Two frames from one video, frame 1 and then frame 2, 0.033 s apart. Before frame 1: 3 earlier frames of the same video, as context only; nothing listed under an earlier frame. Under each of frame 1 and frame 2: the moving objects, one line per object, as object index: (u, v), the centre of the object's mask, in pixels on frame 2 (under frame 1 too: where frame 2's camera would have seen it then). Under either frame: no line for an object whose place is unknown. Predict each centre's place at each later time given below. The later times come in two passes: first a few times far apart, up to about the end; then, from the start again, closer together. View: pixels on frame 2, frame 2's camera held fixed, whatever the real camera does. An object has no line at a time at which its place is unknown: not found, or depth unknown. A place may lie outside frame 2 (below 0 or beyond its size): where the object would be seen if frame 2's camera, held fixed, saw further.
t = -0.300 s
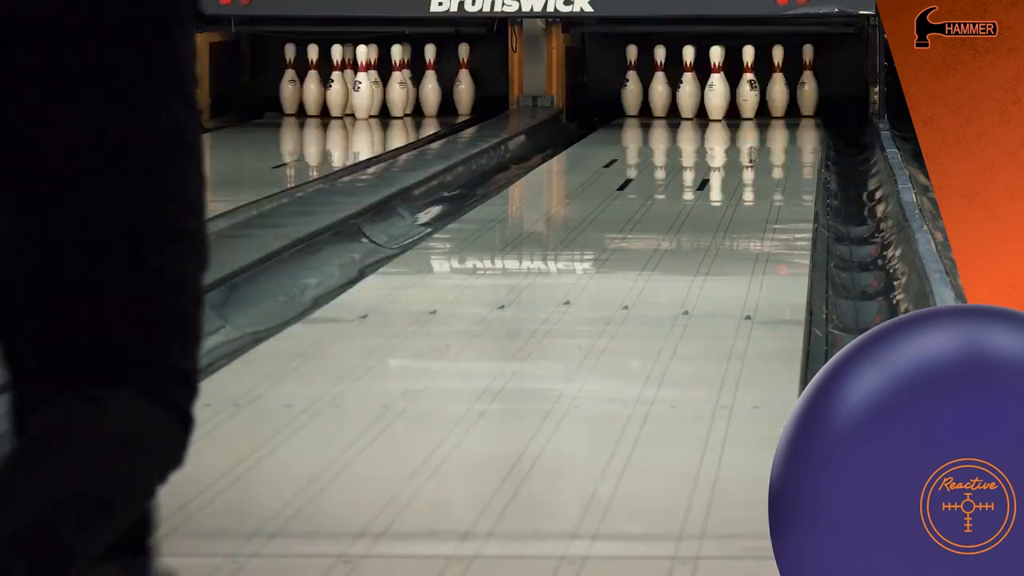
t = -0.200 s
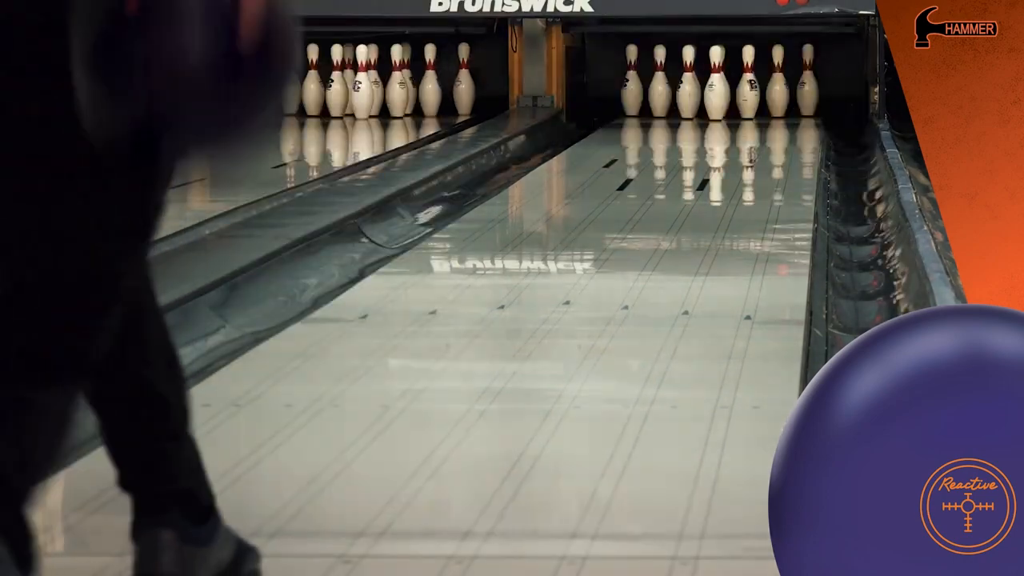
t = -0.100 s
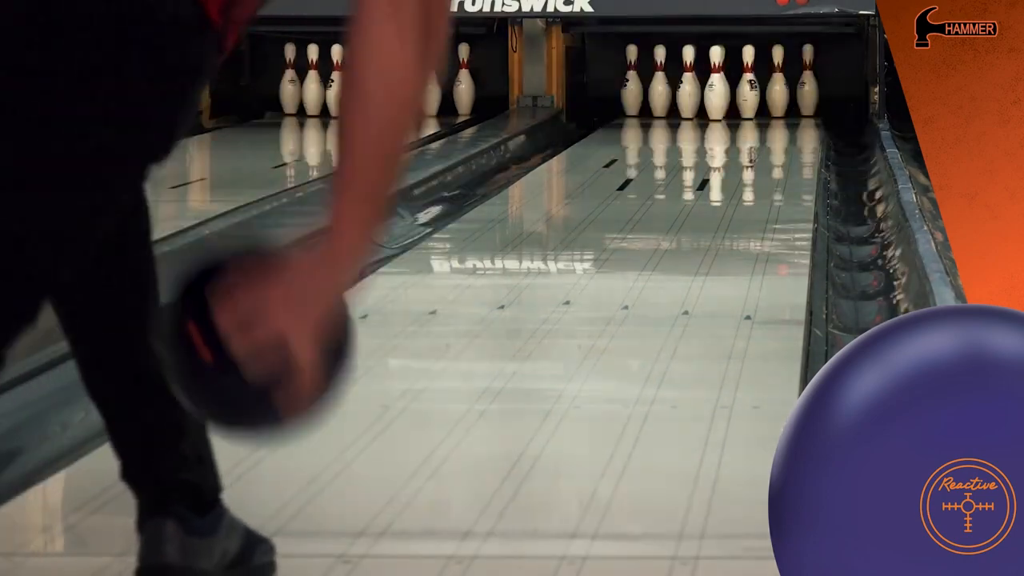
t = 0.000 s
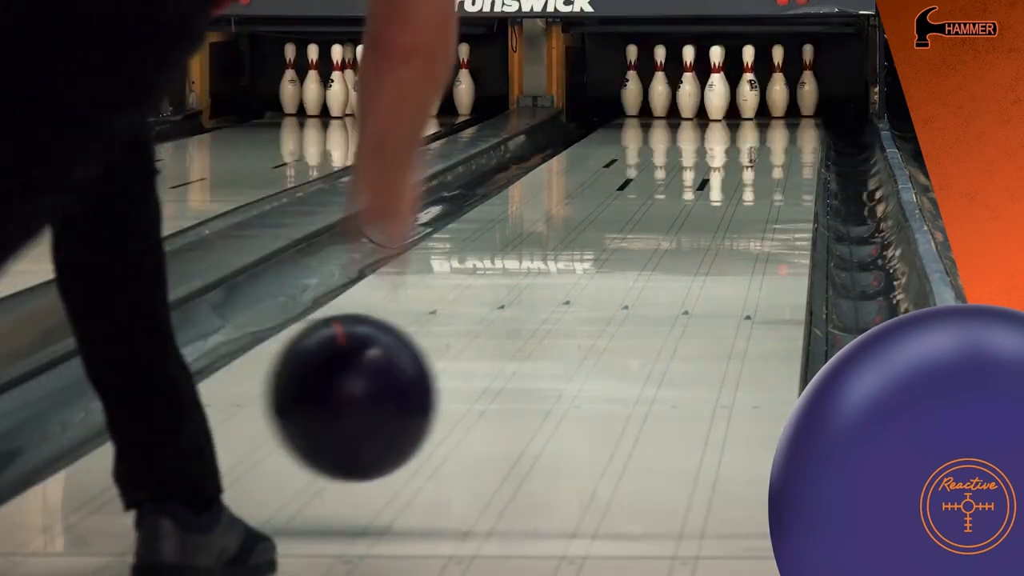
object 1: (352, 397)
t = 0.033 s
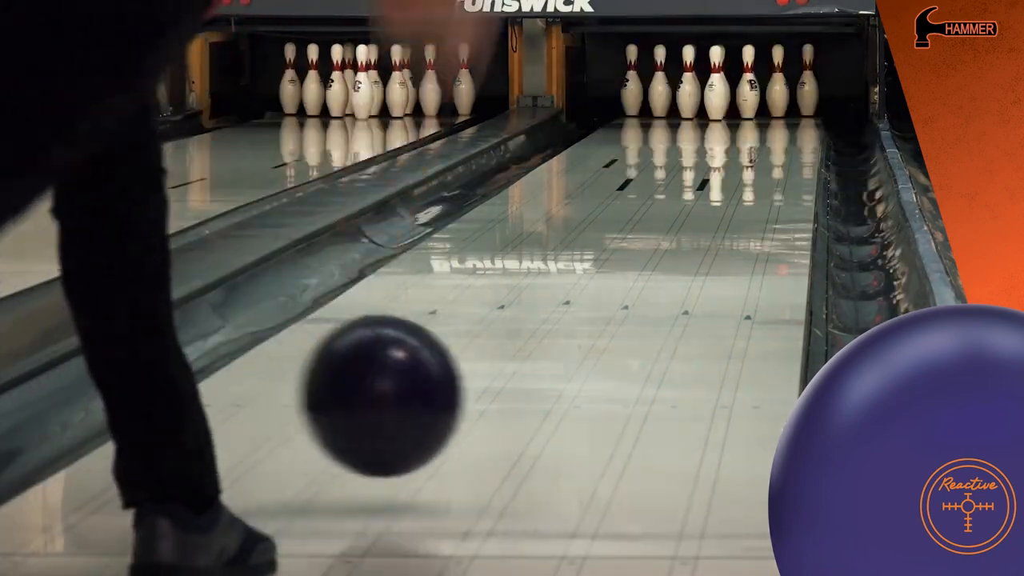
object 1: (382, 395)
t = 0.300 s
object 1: (549, 316)
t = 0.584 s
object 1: (649, 246)
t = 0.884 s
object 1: (712, 197)
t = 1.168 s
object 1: (751, 166)
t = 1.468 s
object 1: (774, 140)
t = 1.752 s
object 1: (777, 122)
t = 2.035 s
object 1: (760, 109)
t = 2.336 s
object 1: (732, 99)
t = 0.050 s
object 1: (396, 397)
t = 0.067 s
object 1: (410, 401)
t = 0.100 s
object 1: (435, 392)
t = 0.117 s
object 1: (447, 384)
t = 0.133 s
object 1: (458, 379)
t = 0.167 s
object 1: (479, 365)
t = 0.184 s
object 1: (489, 358)
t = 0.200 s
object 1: (499, 352)
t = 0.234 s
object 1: (517, 339)
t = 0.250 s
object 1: (526, 333)
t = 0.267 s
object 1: (534, 328)
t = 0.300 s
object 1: (549, 316)
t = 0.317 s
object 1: (557, 311)
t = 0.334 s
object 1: (564, 306)
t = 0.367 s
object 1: (578, 295)
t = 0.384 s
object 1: (585, 291)
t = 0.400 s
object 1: (591, 287)
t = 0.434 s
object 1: (603, 279)
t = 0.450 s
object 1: (608, 275)
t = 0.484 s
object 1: (619, 267)
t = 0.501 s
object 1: (625, 264)
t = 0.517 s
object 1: (630, 260)
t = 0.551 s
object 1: (640, 253)
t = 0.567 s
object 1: (644, 249)
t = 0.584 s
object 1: (649, 246)
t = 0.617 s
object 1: (657, 239)
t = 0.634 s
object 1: (661, 236)
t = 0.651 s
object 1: (665, 233)
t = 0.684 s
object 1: (673, 227)
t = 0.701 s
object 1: (677, 224)
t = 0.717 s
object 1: (681, 221)
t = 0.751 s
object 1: (688, 216)
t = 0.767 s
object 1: (691, 213)
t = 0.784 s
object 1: (694, 211)
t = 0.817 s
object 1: (701, 206)
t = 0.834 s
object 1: (704, 204)
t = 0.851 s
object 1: (707, 202)
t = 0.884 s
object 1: (712, 197)
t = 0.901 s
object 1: (715, 195)
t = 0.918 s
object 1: (718, 193)
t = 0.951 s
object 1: (723, 188)
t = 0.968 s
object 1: (726, 187)
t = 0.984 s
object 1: (728, 185)
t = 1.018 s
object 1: (733, 181)
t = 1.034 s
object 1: (735, 179)
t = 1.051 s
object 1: (737, 177)
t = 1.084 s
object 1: (742, 174)
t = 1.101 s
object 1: (744, 172)
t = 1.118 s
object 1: (745, 170)
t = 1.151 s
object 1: (749, 167)
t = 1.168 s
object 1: (751, 166)
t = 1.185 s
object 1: (752, 164)
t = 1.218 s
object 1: (756, 161)
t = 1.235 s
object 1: (757, 160)
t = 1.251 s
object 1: (759, 158)
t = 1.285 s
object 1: (761, 155)
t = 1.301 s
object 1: (763, 153)
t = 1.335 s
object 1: (765, 151)
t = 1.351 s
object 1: (767, 149)
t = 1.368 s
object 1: (768, 148)
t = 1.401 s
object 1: (770, 145)
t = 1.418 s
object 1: (771, 144)
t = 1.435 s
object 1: (772, 142)
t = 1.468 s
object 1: (774, 140)
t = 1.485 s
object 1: (774, 138)
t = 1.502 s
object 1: (775, 137)
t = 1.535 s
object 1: (776, 135)
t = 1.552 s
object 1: (776, 134)
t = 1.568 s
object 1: (777, 133)
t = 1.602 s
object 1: (777, 131)
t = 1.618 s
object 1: (778, 130)
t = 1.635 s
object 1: (778, 130)
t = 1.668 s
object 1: (778, 128)
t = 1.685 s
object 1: (778, 127)
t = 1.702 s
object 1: (778, 125)
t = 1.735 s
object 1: (777, 123)
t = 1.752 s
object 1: (777, 122)
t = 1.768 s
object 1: (776, 121)
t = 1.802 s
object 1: (775, 120)
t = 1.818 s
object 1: (774, 119)
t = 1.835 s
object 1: (774, 118)
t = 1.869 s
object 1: (773, 117)
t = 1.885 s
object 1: (771, 116)
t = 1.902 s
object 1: (770, 116)
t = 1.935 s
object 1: (768, 114)
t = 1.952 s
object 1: (767, 113)
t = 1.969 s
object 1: (766, 112)
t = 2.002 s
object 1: (763, 111)
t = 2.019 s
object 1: (761, 110)
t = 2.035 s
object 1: (760, 109)
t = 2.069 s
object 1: (757, 108)
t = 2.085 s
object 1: (755, 107)
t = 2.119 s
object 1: (753, 106)
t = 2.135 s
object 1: (750, 106)
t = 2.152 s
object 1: (748, 105)
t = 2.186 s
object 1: (744, 103)
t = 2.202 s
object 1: (742, 103)
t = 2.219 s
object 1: (740, 102)
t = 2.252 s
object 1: (735, 101)
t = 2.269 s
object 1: (733, 100)
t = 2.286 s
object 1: (731, 100)
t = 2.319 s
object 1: (731, 99)
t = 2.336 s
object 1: (732, 99)
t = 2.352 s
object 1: (732, 99)
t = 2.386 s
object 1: (730, 99)
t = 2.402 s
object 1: (730, 98)
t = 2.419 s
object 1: (730, 98)
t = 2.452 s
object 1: (731, 98)
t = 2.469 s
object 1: (732, 98)
